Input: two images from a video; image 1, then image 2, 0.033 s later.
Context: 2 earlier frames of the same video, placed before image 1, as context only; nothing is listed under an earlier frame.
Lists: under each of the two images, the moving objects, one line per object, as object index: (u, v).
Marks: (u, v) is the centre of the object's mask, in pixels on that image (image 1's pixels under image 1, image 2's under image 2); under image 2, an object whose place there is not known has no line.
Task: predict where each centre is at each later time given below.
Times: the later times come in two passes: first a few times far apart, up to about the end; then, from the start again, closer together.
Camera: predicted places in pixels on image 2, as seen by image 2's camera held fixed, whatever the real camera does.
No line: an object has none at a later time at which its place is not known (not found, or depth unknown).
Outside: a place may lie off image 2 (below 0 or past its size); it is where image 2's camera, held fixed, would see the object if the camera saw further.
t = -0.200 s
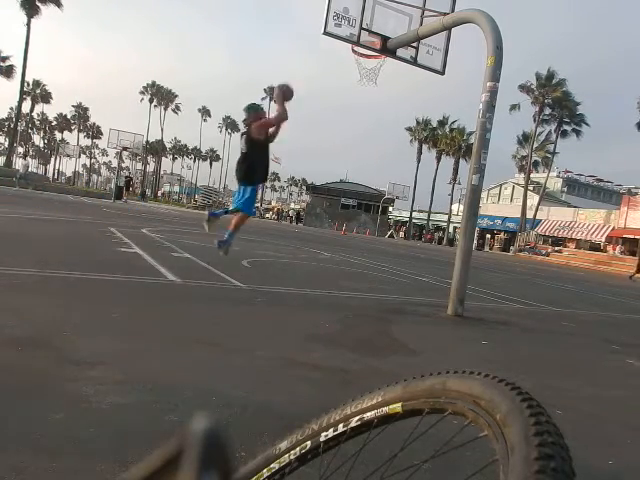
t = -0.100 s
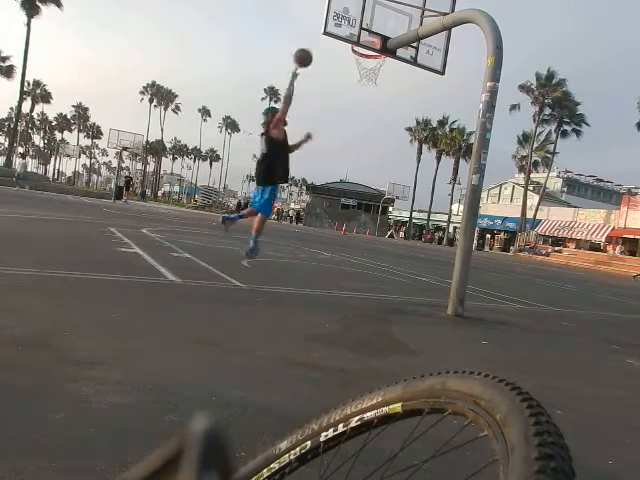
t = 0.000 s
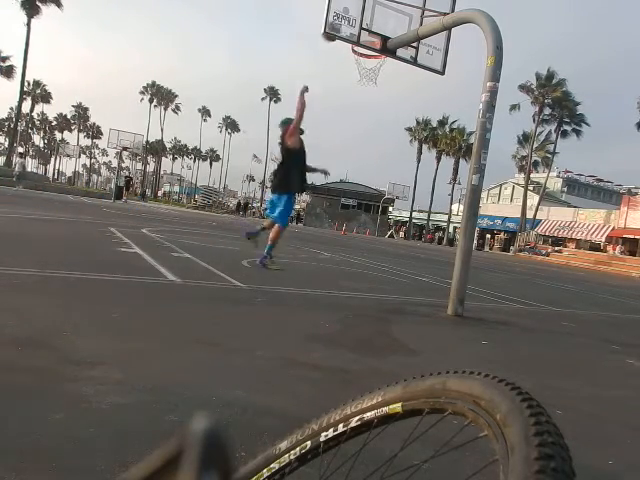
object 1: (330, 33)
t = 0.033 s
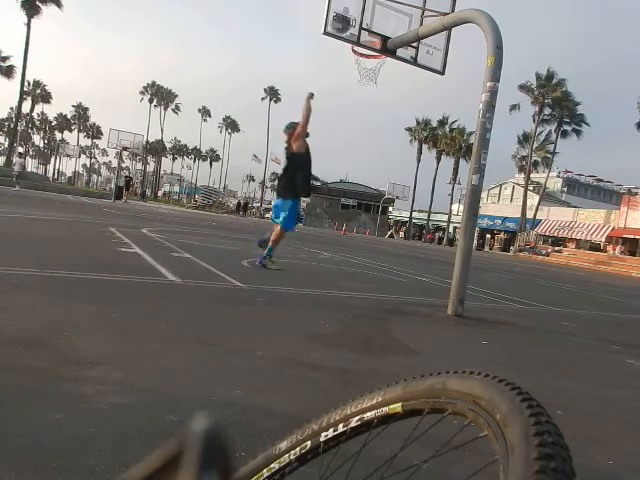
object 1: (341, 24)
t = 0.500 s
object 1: (335, 41)
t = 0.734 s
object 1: (315, 78)
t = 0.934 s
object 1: (292, 147)
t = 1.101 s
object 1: (272, 228)
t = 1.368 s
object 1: (268, 178)
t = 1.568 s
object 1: (269, 131)
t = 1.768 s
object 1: (266, 113)
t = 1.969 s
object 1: (257, 124)
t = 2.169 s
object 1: (245, 167)
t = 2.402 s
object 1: (227, 251)
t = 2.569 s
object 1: (231, 200)
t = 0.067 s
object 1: (343, 23)
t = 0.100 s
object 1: (345, 23)
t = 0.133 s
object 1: (346, 22)
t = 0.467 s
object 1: (337, 40)
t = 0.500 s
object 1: (335, 41)
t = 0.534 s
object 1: (333, 42)
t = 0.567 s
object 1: (331, 45)
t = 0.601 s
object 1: (329, 49)
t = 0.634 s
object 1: (325, 55)
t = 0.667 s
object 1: (322, 62)
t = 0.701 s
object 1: (318, 70)
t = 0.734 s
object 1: (315, 78)
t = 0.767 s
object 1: (312, 88)
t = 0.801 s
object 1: (308, 98)
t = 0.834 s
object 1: (304, 109)
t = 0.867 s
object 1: (300, 121)
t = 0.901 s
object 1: (296, 133)
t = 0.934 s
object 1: (292, 147)
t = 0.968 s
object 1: (288, 161)
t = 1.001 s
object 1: (284, 176)
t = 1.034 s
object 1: (280, 192)
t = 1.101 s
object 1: (272, 228)
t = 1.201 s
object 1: (265, 239)
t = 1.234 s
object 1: (266, 225)
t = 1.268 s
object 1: (267, 213)
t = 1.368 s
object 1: (268, 178)
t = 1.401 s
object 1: (269, 168)
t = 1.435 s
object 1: (269, 159)
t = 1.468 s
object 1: (269, 151)
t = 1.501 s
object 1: (269, 143)
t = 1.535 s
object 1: (269, 137)
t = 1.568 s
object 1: (269, 131)
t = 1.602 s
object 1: (269, 126)
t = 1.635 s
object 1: (269, 122)
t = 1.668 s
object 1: (268, 118)
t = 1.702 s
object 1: (267, 116)
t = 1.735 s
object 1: (267, 114)
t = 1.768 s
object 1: (266, 113)
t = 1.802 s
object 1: (265, 113)
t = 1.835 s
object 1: (263, 113)
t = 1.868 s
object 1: (262, 115)
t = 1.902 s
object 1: (261, 117)
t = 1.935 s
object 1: (259, 120)
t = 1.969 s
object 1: (257, 124)
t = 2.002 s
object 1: (255, 129)
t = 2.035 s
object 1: (253, 135)
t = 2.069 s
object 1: (251, 142)
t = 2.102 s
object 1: (249, 149)
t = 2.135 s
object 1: (247, 158)
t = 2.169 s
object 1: (245, 167)
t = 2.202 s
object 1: (242, 177)
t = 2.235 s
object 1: (240, 188)
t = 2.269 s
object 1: (235, 201)
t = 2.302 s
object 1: (233, 214)
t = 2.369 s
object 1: (229, 243)
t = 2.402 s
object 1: (227, 251)
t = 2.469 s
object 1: (228, 228)
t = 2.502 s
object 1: (230, 217)
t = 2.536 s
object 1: (230, 208)
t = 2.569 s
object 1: (231, 200)
